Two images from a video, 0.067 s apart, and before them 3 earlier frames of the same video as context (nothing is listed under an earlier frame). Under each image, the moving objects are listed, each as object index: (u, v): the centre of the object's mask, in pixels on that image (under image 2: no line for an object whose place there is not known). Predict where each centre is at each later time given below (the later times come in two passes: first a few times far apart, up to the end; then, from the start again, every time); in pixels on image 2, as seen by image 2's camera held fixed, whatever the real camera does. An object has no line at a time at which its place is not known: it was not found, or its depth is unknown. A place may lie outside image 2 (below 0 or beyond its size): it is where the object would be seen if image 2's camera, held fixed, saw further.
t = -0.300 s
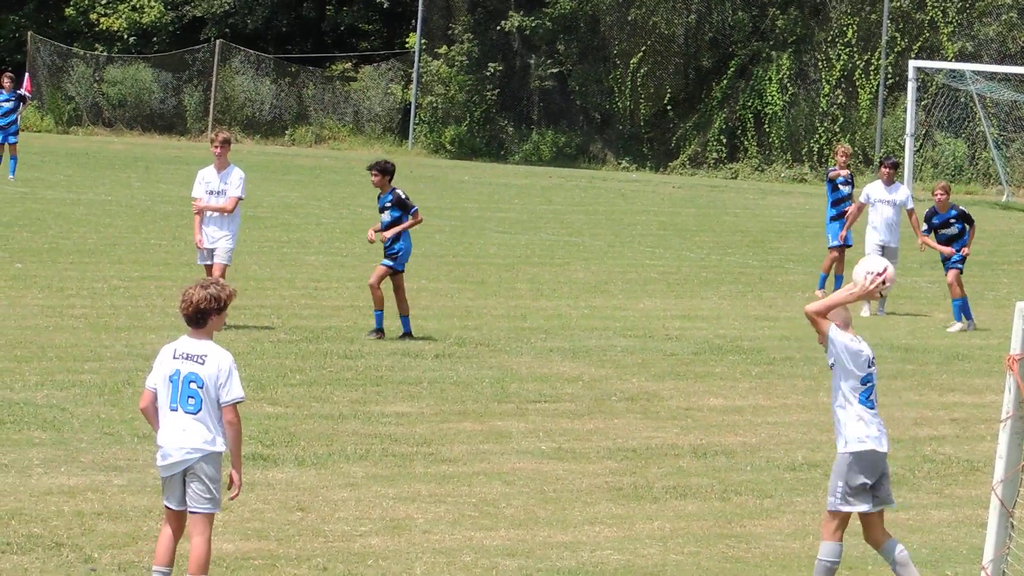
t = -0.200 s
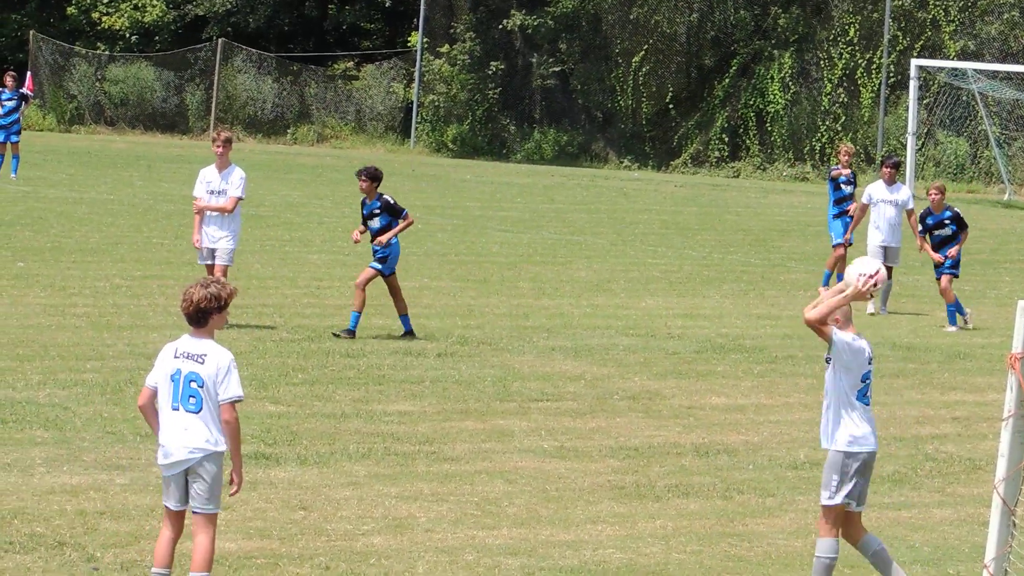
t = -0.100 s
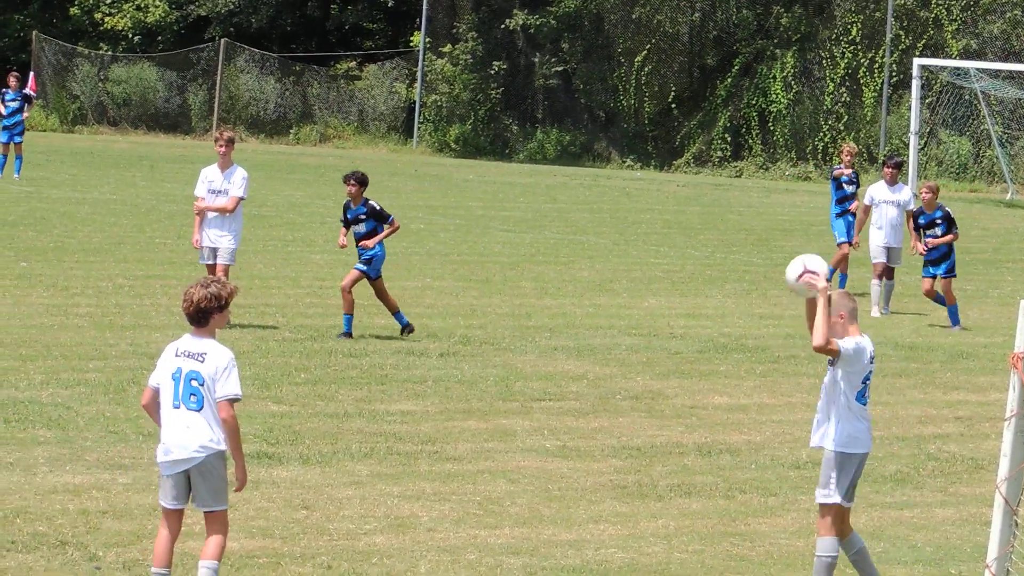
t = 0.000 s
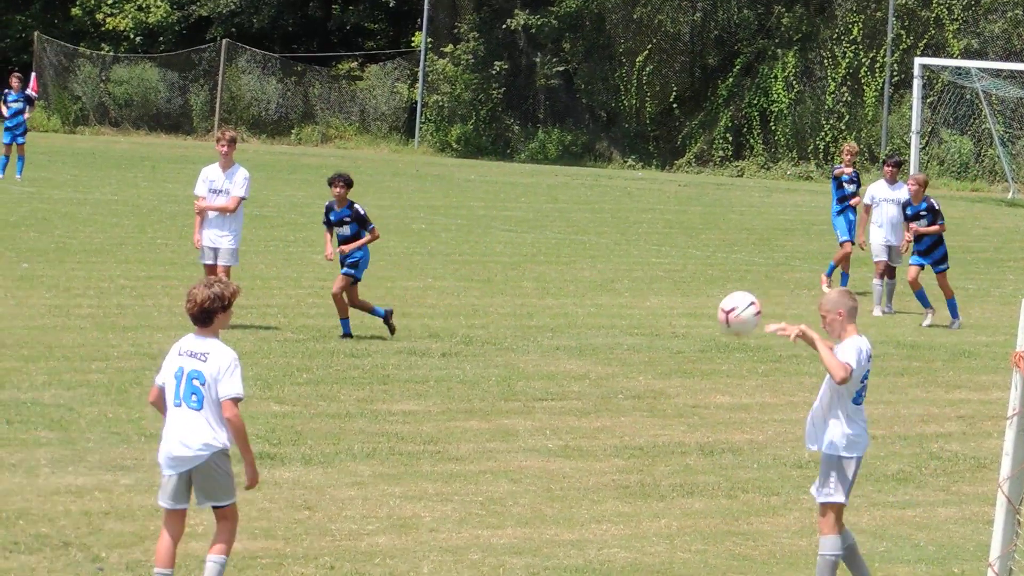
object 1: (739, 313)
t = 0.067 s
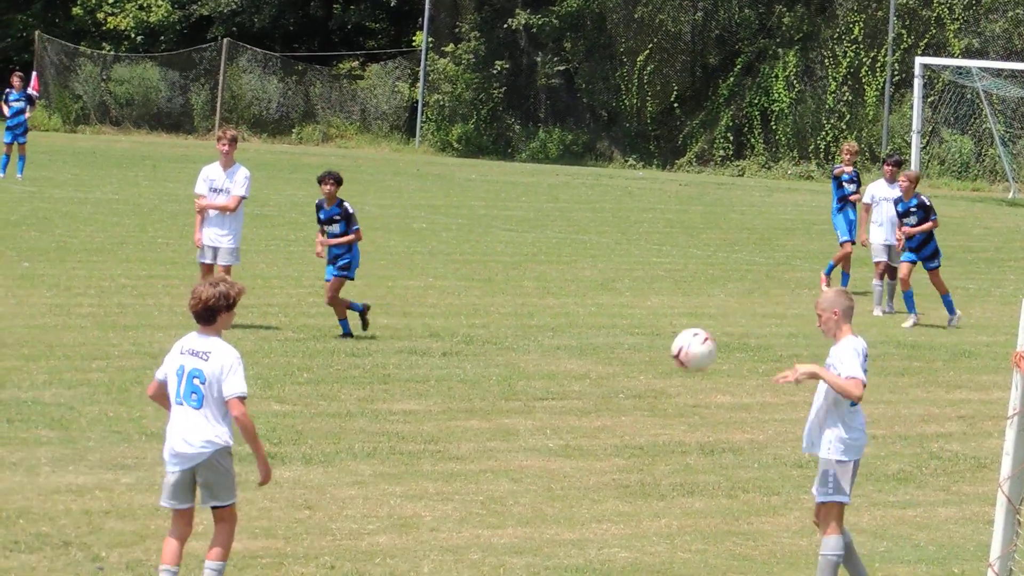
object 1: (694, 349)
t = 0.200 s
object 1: (598, 452)
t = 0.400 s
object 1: (480, 543)
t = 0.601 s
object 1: (414, 445)
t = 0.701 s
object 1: (380, 423)
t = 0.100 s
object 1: (670, 372)
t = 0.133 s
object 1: (646, 395)
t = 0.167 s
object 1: (622, 422)
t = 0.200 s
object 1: (598, 452)
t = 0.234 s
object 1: (574, 482)
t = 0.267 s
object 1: (550, 516)
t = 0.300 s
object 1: (526, 551)
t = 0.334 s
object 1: (502, 572)
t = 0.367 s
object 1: (491, 563)
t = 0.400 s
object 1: (480, 543)
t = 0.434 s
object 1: (470, 522)
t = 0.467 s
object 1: (458, 503)
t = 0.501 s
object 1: (447, 485)
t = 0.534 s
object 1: (437, 469)
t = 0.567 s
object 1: (425, 456)
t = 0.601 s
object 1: (414, 445)
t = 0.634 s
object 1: (403, 435)
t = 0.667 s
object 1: (391, 428)
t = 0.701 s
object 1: (380, 423)
